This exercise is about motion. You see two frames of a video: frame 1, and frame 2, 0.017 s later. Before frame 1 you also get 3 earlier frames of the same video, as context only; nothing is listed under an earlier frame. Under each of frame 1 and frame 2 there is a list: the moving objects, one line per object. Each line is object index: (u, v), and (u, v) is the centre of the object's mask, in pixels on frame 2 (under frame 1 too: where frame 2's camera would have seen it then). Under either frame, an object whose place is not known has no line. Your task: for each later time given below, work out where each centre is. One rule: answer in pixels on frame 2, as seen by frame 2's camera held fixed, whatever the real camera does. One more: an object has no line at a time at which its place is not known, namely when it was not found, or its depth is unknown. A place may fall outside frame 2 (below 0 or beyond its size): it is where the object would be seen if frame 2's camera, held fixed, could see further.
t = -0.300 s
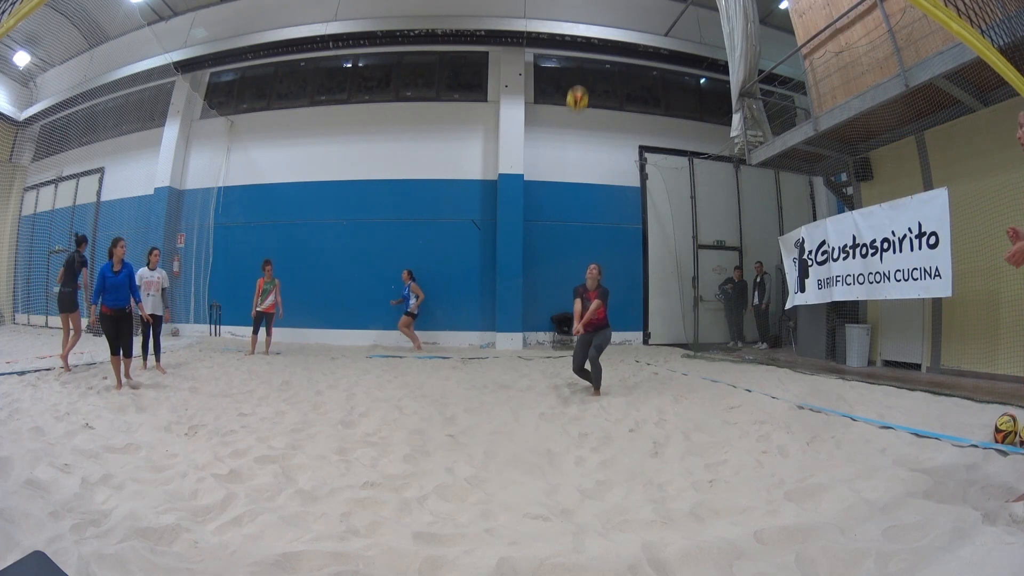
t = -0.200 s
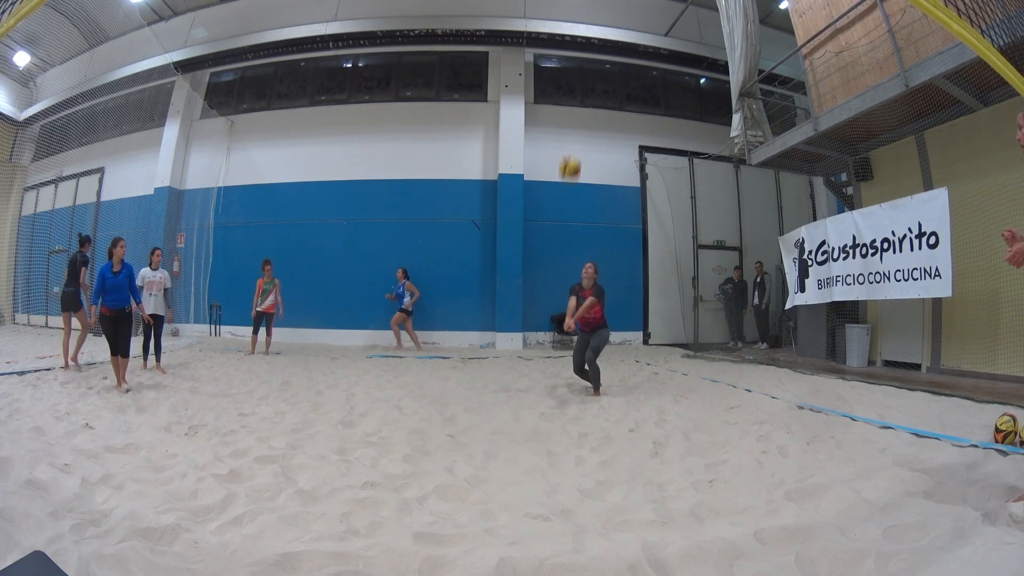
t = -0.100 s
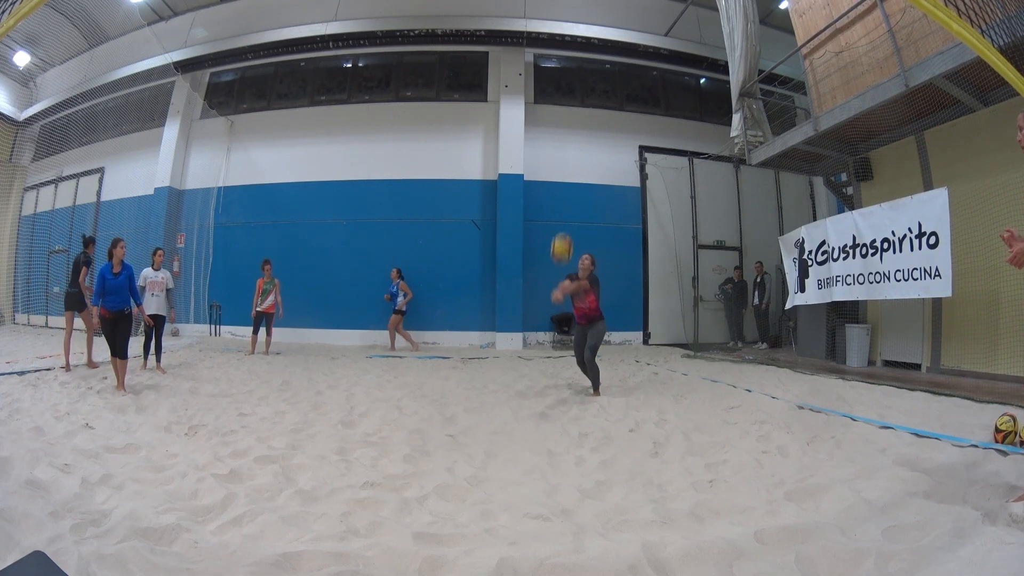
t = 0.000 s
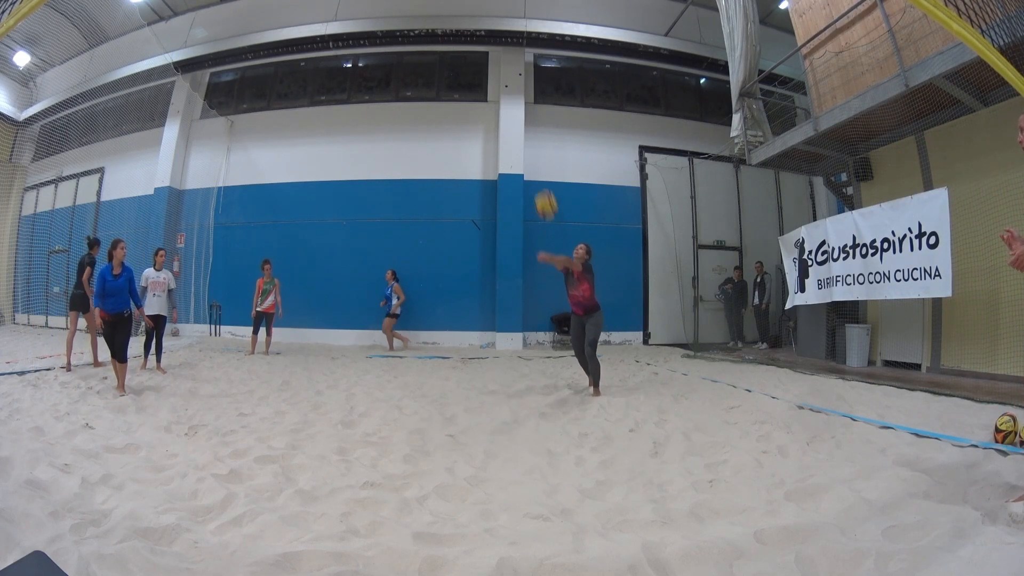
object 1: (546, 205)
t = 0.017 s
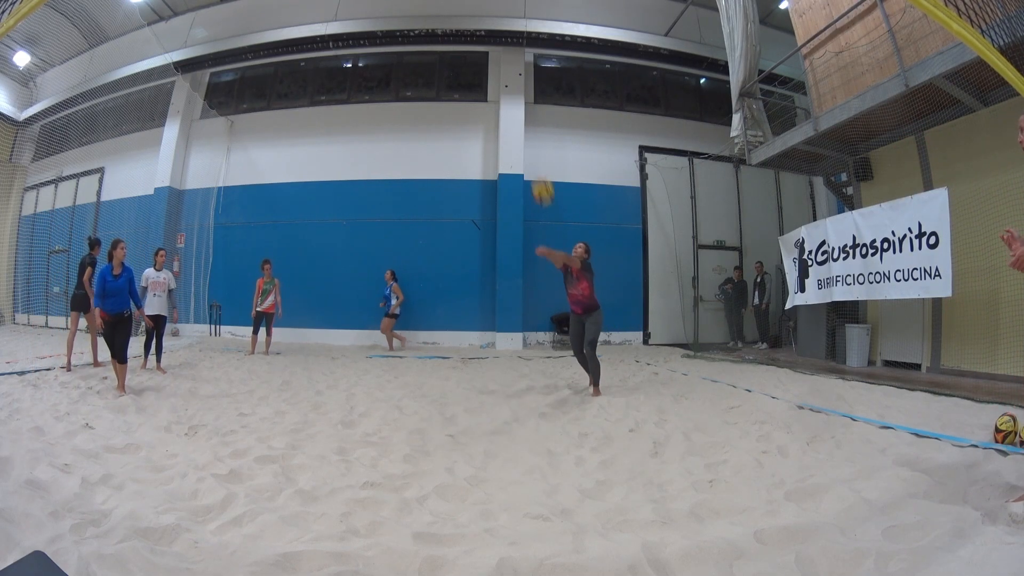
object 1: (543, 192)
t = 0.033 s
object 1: (539, 177)
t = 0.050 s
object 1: (536, 163)
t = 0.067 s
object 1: (533, 149)
